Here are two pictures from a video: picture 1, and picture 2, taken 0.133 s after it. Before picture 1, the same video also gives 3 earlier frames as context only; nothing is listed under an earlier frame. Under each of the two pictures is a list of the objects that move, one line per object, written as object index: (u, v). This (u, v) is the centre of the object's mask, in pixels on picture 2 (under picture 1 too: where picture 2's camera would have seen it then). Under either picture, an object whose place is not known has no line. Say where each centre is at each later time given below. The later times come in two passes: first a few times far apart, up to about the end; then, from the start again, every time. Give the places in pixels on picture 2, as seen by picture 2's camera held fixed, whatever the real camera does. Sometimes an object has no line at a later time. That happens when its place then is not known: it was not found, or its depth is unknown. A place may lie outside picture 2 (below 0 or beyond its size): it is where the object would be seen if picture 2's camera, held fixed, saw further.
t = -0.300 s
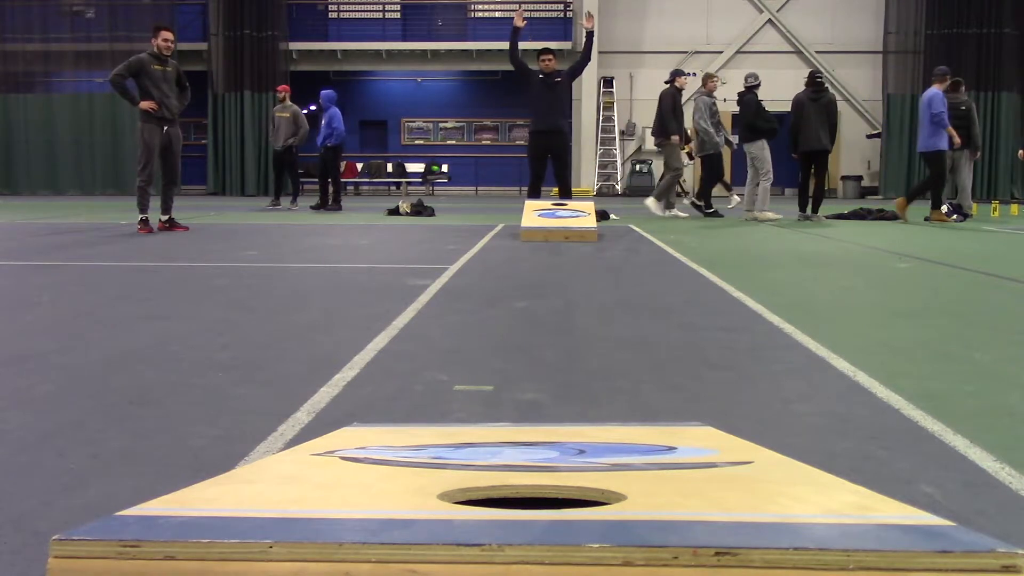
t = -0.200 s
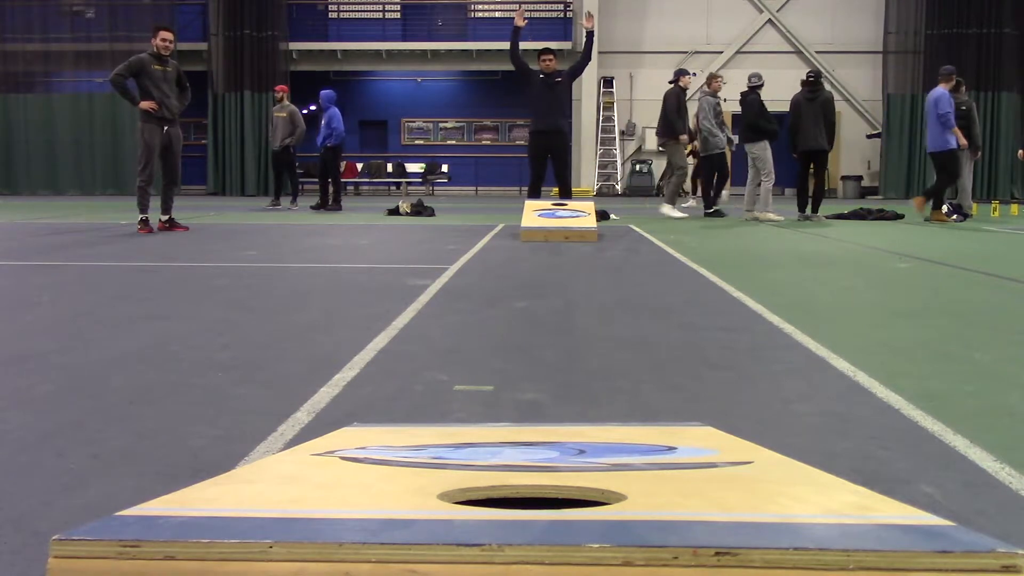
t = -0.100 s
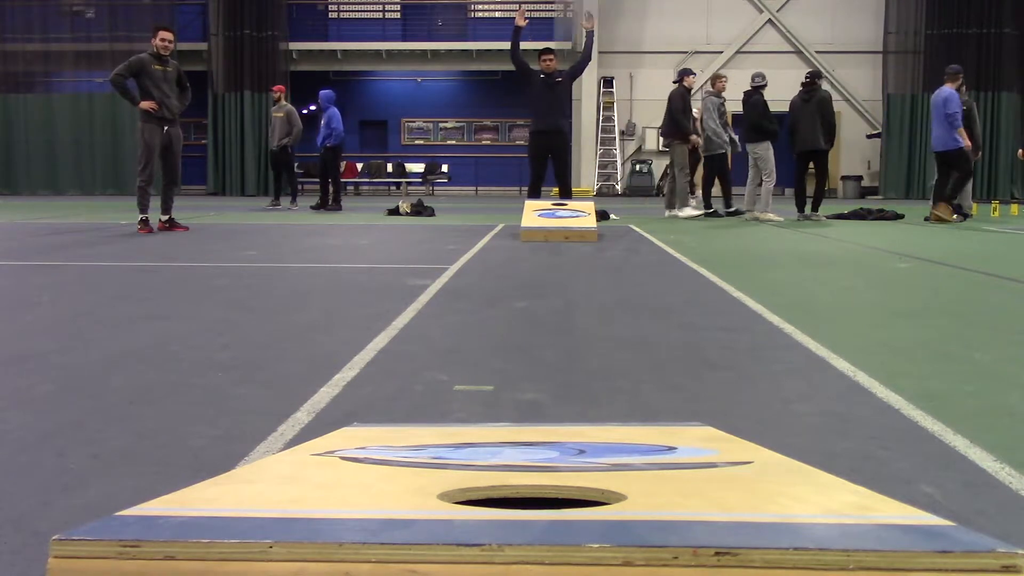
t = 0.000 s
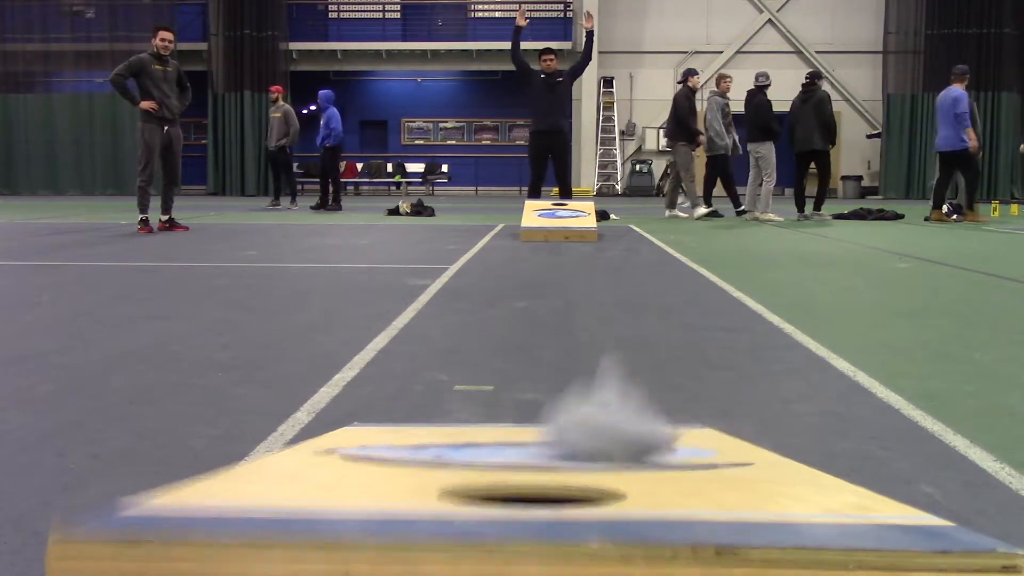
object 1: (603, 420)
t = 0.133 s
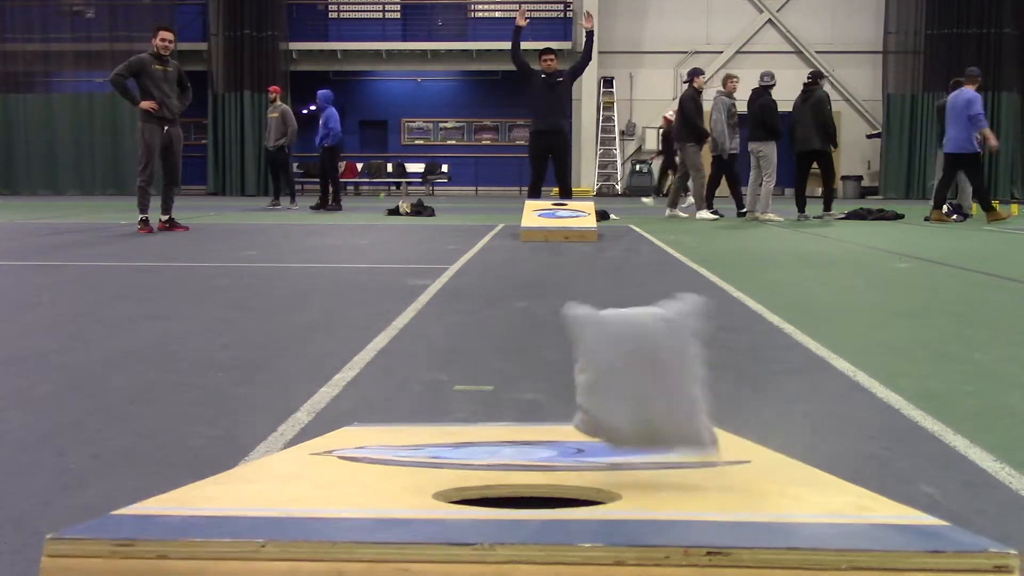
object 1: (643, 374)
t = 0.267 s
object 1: (689, 488)
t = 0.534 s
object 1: (693, 495)
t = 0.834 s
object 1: (693, 496)
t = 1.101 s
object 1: (693, 496)
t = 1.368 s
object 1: (693, 496)
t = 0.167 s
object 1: (653, 384)
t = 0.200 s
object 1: (662, 405)
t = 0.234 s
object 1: (669, 432)
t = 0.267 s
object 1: (689, 488)
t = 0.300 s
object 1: (694, 484)
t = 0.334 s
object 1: (695, 481)
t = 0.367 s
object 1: (696, 483)
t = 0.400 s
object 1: (695, 486)
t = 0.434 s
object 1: (695, 488)
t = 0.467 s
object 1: (694, 491)
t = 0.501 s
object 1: (693, 494)
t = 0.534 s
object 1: (693, 495)
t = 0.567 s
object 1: (693, 496)
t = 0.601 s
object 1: (693, 496)
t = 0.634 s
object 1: (693, 496)
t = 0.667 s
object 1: (693, 496)
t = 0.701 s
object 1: (693, 497)
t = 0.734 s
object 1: (694, 497)
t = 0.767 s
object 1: (693, 496)
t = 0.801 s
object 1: (693, 496)
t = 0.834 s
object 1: (693, 496)
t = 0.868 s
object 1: (693, 496)
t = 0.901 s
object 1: (693, 496)
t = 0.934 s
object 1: (693, 496)
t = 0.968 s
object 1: (693, 496)
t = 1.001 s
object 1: (693, 496)
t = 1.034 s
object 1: (693, 496)
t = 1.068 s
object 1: (693, 496)
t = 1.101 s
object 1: (693, 496)
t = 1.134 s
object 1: (693, 496)
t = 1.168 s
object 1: (693, 496)
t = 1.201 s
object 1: (693, 496)
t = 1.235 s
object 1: (693, 496)
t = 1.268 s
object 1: (693, 496)
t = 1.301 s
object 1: (693, 496)
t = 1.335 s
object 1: (693, 496)
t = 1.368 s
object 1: (693, 496)
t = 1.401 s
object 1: (693, 496)
